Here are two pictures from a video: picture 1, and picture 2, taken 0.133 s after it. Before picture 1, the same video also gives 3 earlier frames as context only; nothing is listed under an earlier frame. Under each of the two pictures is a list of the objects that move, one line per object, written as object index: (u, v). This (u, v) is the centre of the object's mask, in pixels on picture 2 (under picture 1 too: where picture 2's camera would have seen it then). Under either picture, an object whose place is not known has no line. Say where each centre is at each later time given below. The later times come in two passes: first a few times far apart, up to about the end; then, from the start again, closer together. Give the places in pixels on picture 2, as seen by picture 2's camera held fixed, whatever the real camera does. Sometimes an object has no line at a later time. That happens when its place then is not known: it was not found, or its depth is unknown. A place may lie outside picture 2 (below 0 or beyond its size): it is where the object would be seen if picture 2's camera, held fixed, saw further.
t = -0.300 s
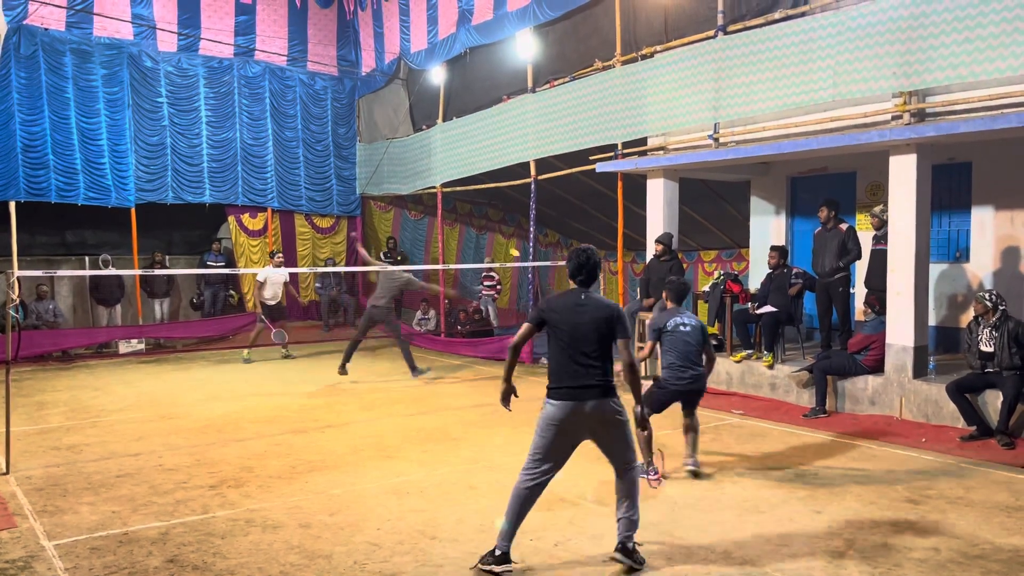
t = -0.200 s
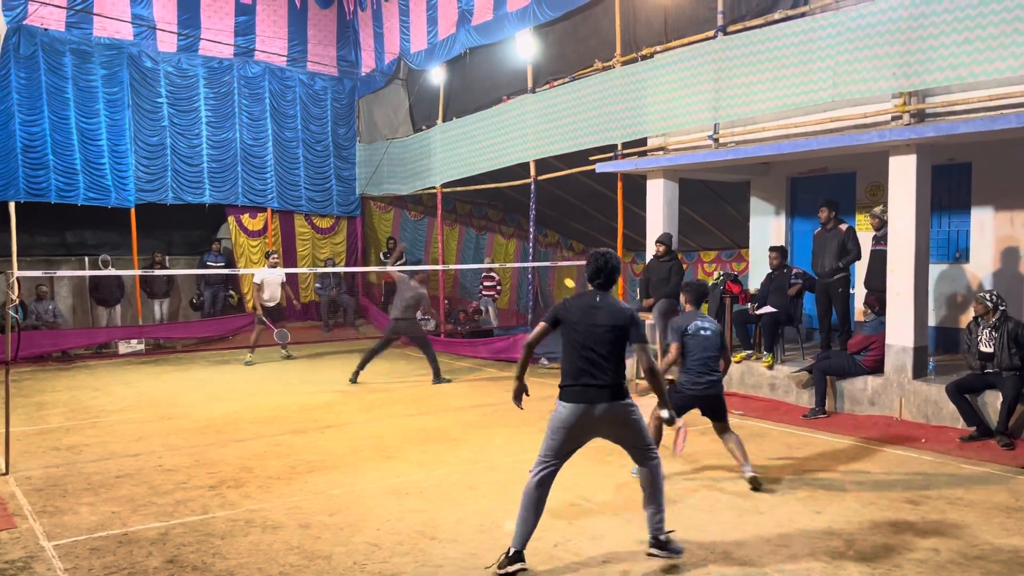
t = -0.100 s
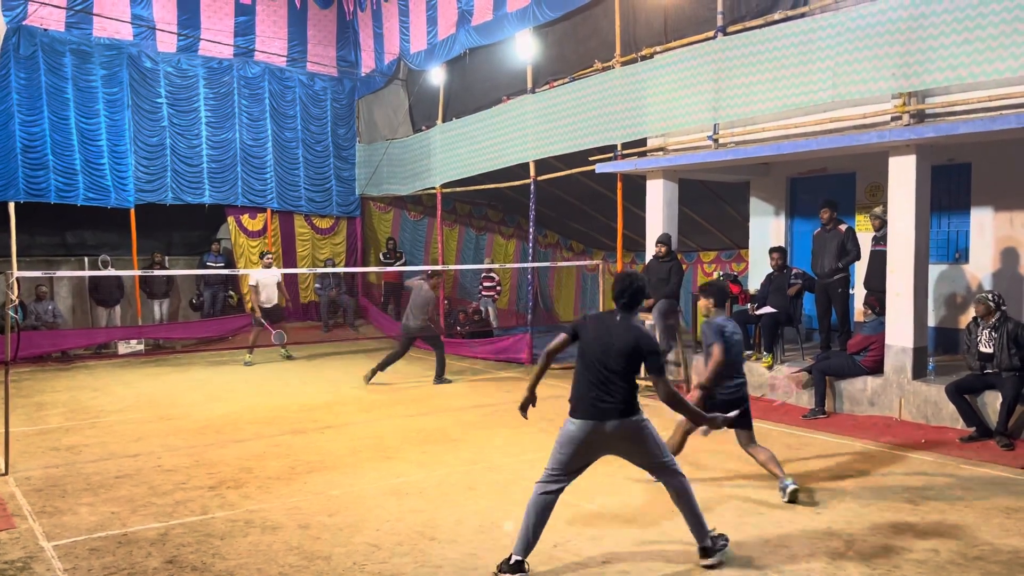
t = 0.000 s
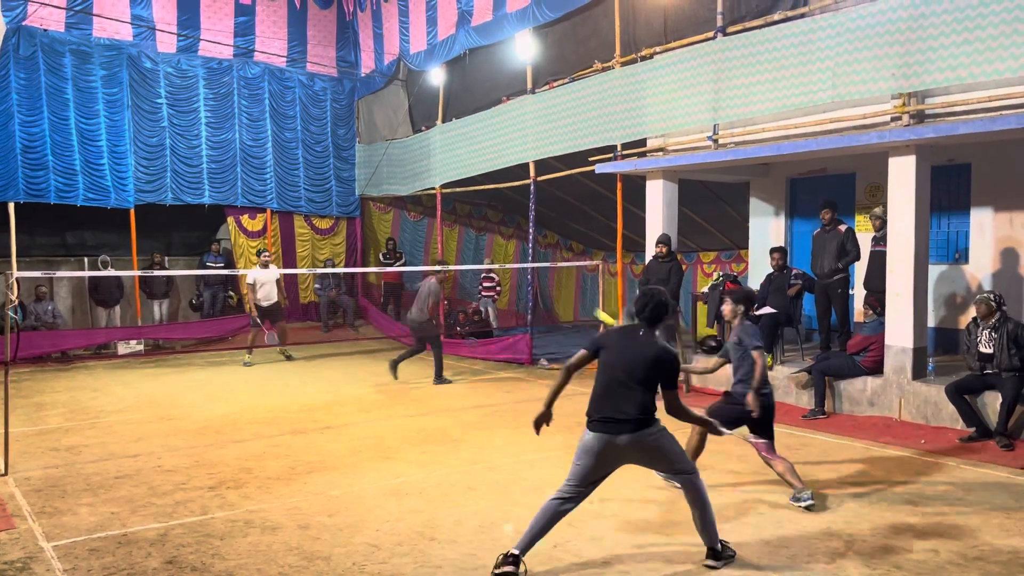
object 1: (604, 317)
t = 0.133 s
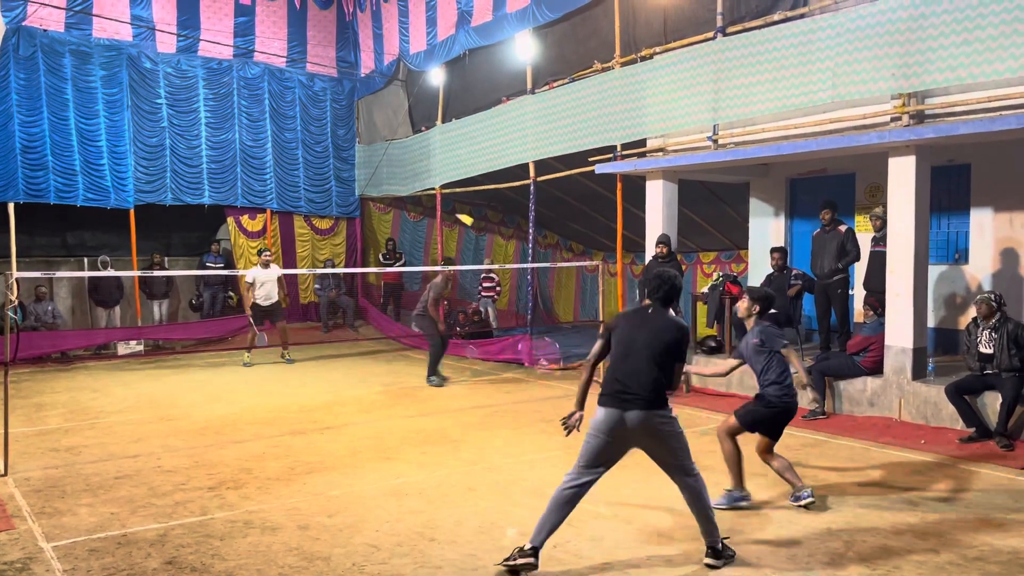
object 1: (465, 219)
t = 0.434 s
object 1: (293, 161)
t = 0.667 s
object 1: (217, 189)
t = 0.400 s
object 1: (306, 161)
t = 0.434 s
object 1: (293, 161)
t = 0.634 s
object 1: (226, 182)
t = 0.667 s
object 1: (217, 189)
